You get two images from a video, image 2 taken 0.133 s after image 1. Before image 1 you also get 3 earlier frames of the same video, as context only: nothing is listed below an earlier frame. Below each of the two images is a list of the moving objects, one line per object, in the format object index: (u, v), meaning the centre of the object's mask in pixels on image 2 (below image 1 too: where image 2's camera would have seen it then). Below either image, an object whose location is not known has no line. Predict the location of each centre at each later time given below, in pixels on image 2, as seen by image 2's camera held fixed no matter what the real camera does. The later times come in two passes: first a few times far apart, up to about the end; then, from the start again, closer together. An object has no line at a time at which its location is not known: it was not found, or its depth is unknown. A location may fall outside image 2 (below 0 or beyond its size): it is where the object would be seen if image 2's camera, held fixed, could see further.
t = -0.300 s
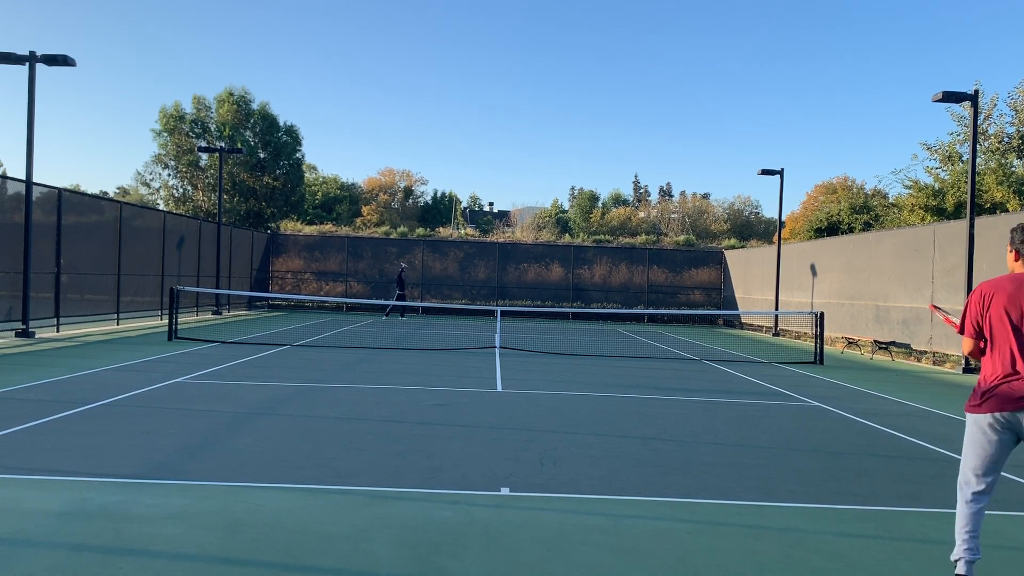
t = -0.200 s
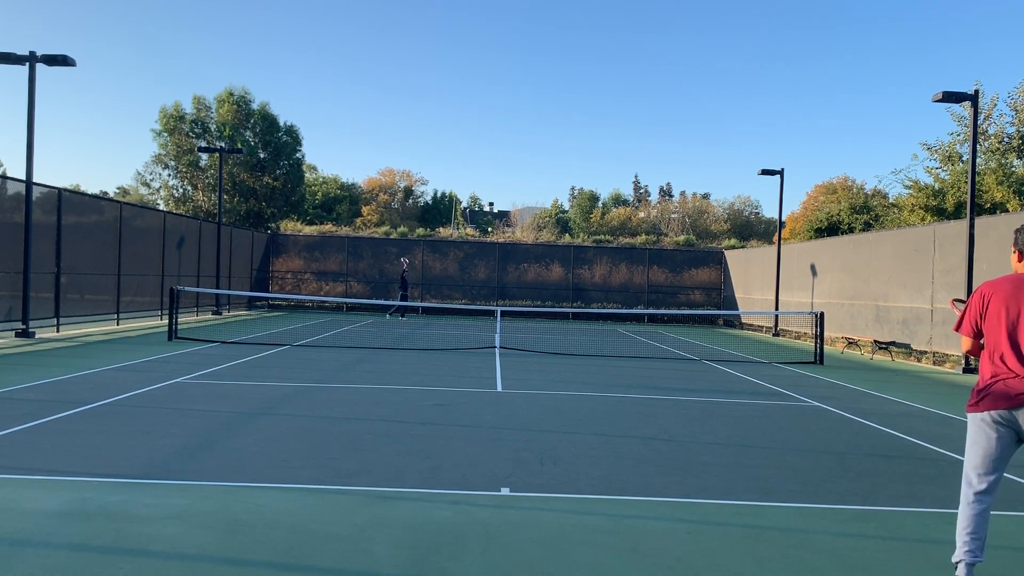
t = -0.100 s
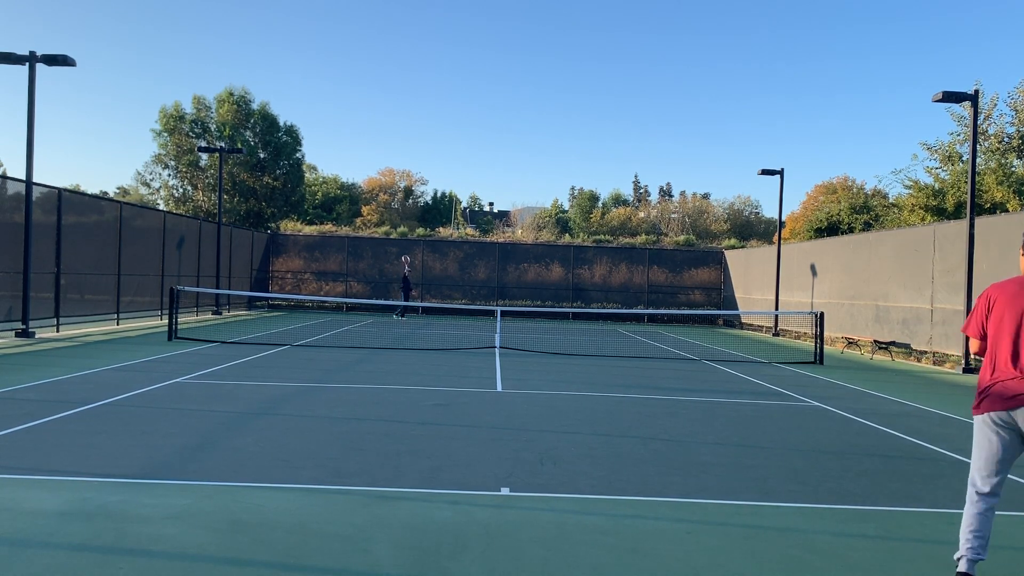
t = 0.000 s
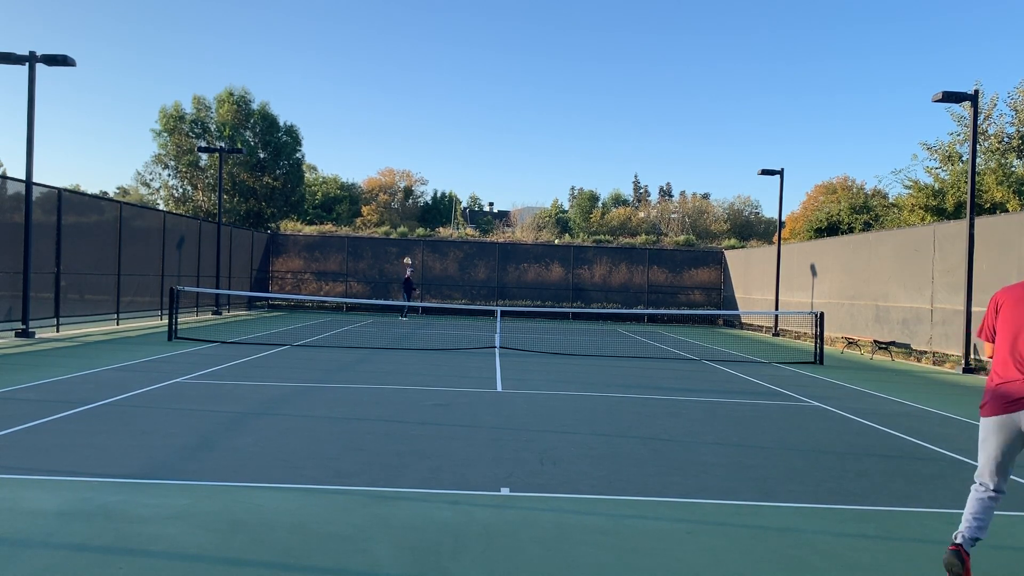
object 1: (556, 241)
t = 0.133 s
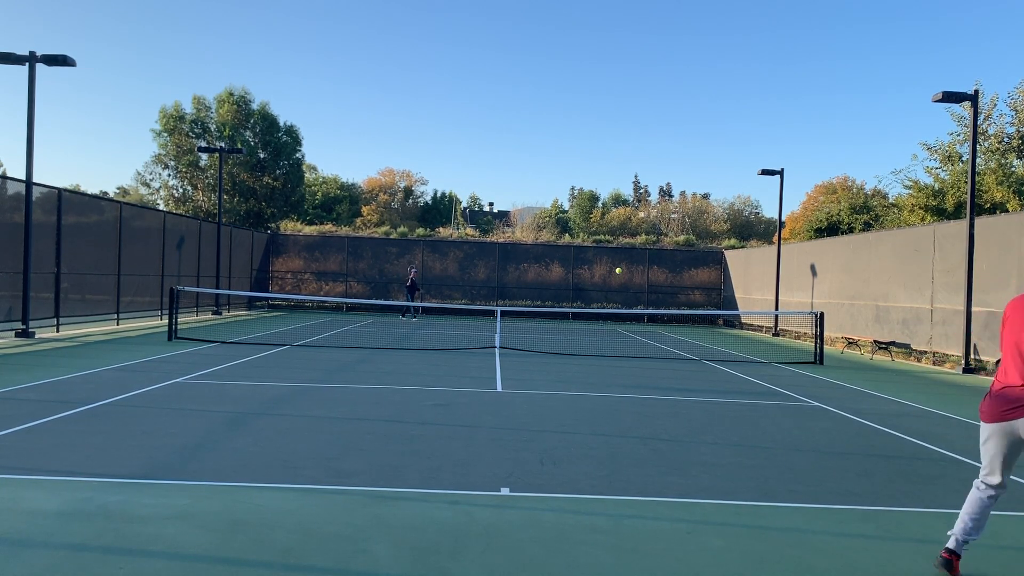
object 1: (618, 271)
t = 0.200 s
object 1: (656, 295)
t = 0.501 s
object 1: (916, 441)
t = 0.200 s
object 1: (656, 295)
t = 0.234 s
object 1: (677, 310)
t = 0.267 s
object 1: (701, 327)
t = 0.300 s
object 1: (727, 348)
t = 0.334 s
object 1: (755, 372)
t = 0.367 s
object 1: (786, 400)
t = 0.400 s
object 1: (820, 433)
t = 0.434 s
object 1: (859, 470)
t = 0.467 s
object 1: (886, 456)
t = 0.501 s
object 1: (916, 441)
